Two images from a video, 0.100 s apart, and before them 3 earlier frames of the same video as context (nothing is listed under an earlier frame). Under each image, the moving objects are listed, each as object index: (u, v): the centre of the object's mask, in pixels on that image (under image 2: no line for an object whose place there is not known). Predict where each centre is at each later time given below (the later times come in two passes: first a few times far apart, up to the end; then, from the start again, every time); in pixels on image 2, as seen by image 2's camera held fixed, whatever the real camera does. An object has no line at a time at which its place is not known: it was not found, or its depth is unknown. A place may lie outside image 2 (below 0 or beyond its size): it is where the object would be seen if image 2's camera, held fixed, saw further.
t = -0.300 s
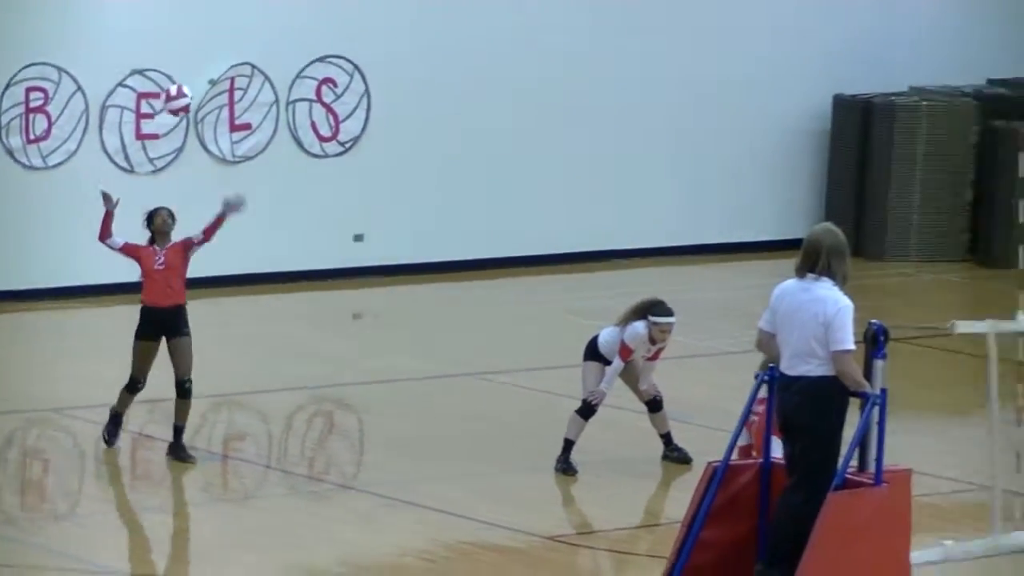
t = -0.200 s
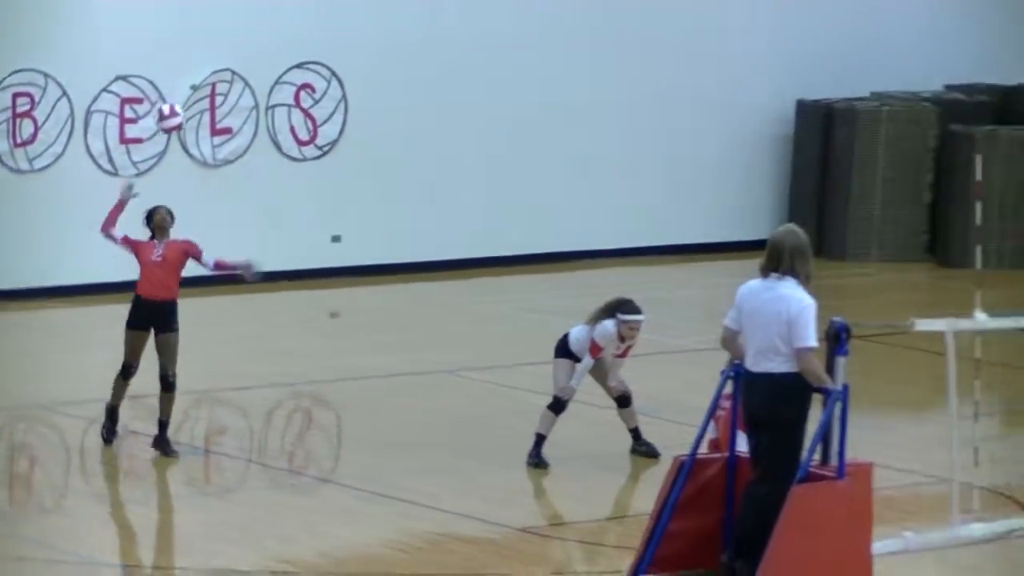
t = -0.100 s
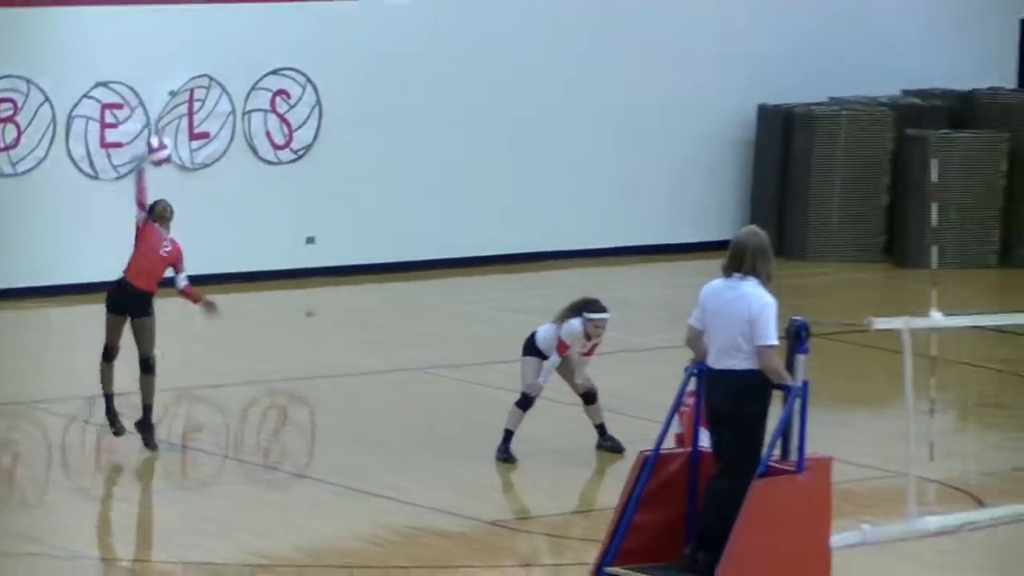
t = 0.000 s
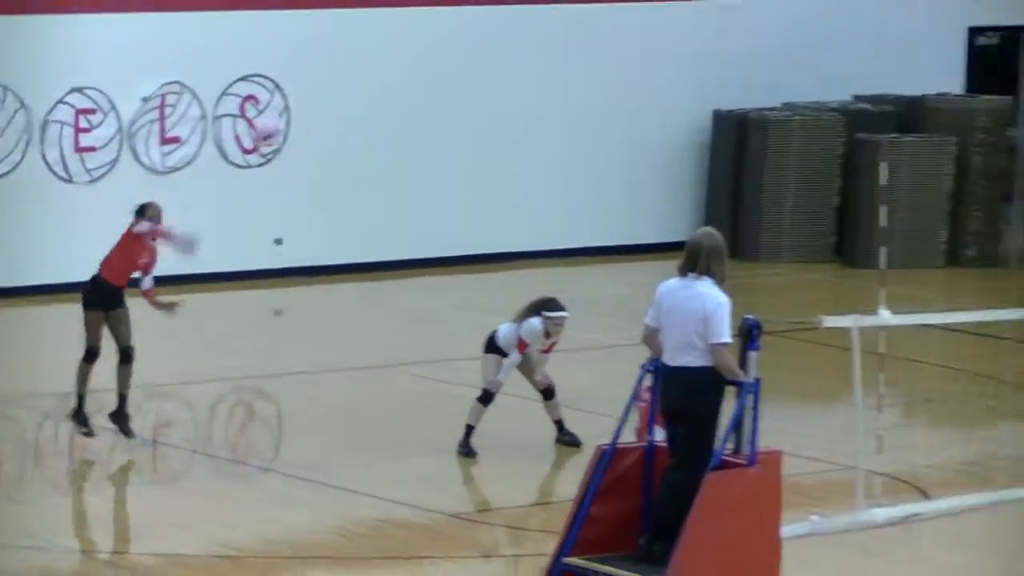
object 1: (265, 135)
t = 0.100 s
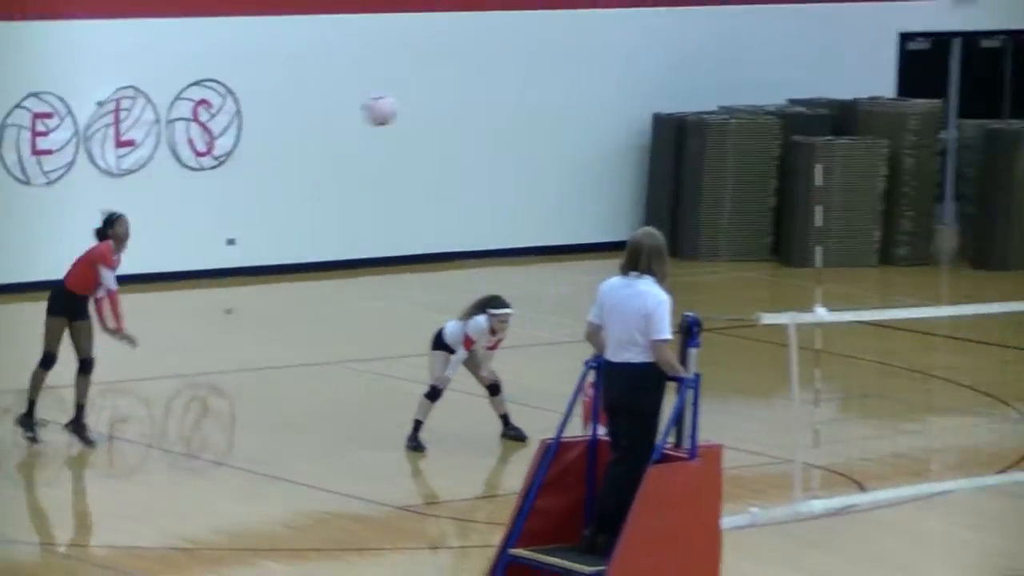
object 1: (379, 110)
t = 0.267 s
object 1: (670, 104)
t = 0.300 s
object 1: (728, 106)
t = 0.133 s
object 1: (436, 106)
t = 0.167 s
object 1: (495, 102)
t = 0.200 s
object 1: (552, 100)
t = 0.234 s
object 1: (614, 102)
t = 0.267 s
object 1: (670, 104)
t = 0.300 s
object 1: (728, 106)
